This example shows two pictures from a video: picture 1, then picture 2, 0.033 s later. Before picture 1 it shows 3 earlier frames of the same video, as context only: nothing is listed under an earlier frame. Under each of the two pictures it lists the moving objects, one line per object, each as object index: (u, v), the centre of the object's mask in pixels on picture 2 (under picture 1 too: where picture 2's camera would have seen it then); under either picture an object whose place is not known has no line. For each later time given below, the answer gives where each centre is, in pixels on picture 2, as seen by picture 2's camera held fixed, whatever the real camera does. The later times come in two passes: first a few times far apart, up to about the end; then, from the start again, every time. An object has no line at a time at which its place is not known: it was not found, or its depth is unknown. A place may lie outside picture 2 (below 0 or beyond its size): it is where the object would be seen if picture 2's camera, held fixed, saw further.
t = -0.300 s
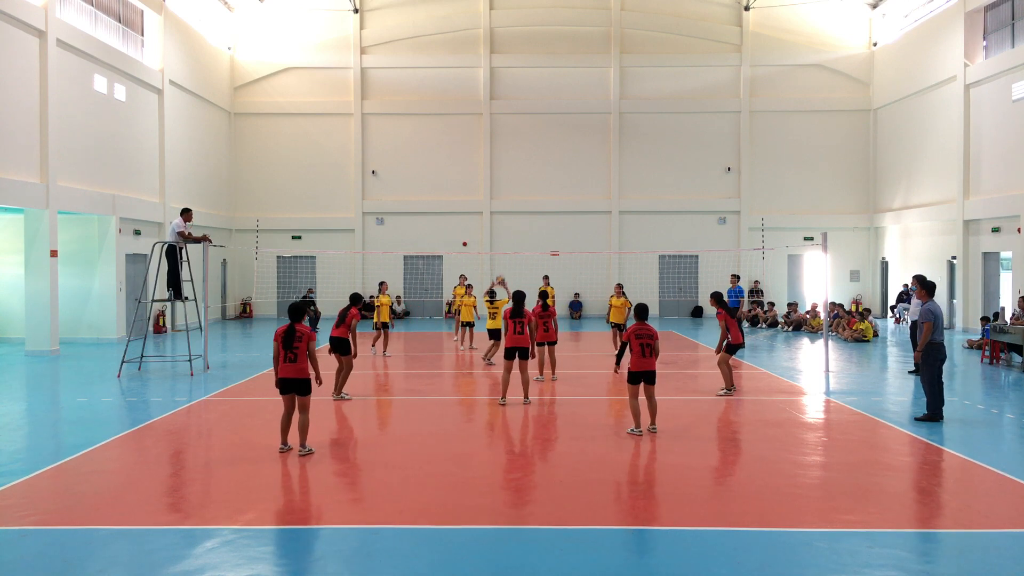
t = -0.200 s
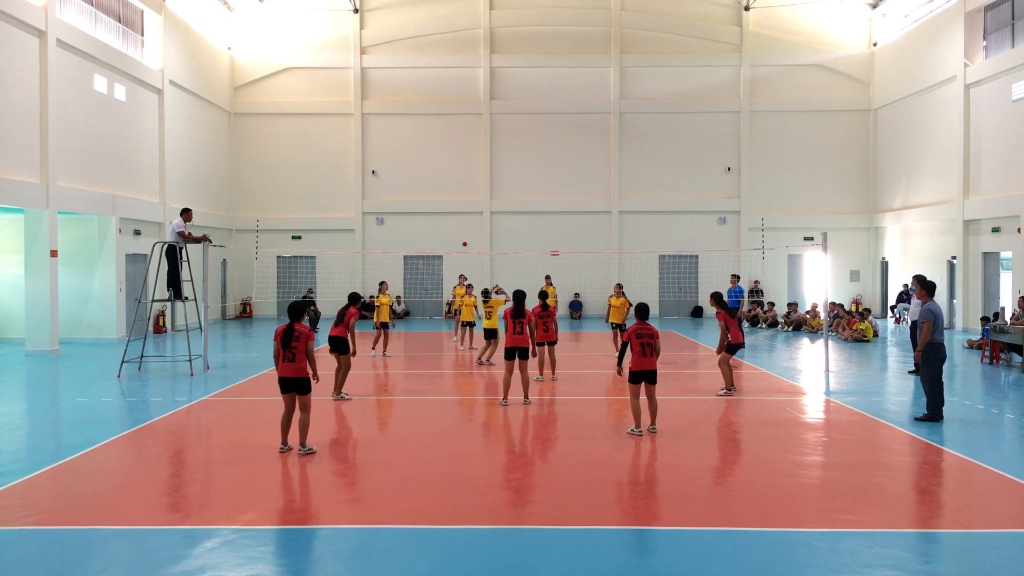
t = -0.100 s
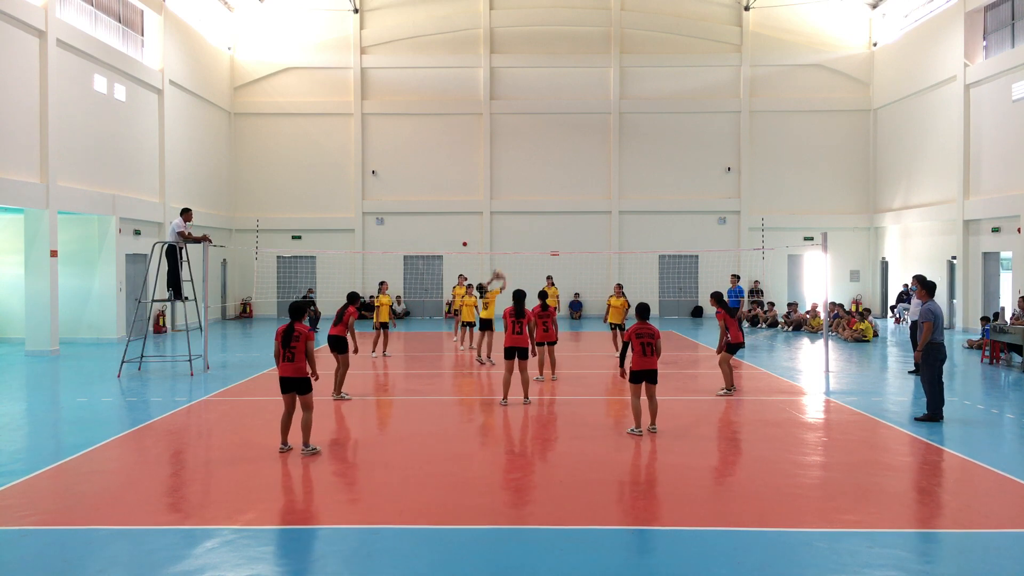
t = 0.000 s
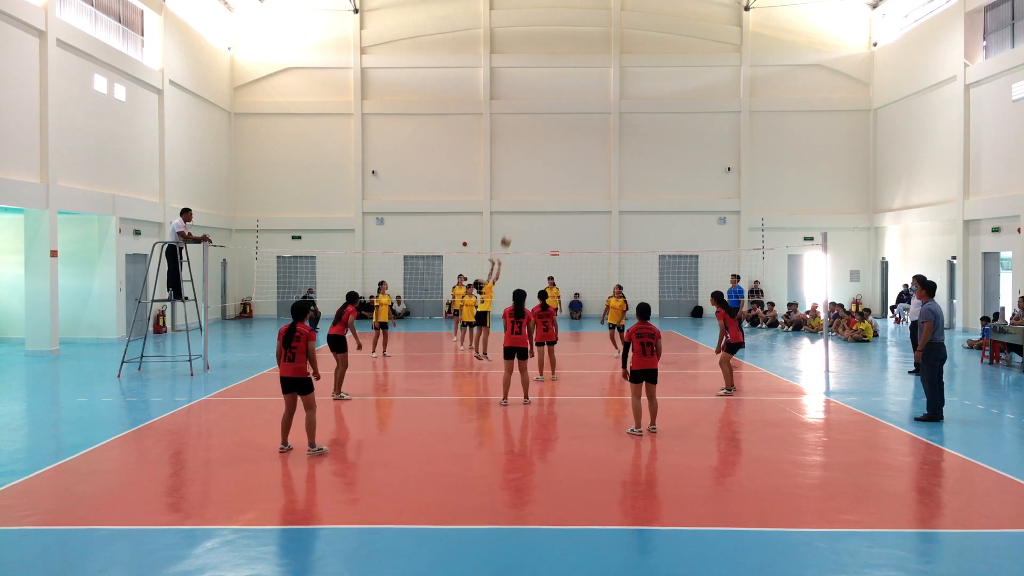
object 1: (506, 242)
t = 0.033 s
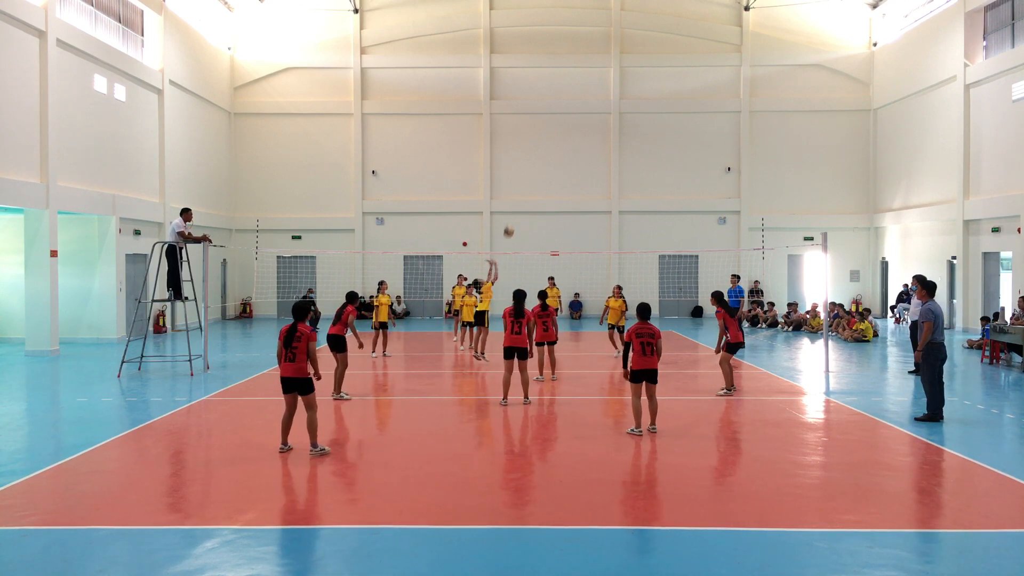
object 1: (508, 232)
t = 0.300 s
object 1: (531, 173)
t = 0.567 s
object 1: (553, 151)
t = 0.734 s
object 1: (566, 156)
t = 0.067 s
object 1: (511, 222)
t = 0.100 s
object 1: (514, 213)
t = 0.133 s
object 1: (517, 205)
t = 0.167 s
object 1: (520, 197)
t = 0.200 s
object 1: (523, 190)
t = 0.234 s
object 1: (526, 184)
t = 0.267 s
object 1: (528, 178)
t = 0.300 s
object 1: (531, 173)
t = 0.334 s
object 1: (534, 168)
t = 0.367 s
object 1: (537, 164)
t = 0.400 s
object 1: (539, 161)
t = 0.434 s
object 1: (542, 158)
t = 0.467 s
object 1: (545, 155)
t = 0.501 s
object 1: (548, 153)
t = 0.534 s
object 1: (550, 152)
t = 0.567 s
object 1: (553, 151)
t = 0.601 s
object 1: (556, 151)
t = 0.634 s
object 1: (558, 151)
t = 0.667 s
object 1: (561, 152)
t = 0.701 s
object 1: (564, 154)
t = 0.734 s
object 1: (566, 156)
